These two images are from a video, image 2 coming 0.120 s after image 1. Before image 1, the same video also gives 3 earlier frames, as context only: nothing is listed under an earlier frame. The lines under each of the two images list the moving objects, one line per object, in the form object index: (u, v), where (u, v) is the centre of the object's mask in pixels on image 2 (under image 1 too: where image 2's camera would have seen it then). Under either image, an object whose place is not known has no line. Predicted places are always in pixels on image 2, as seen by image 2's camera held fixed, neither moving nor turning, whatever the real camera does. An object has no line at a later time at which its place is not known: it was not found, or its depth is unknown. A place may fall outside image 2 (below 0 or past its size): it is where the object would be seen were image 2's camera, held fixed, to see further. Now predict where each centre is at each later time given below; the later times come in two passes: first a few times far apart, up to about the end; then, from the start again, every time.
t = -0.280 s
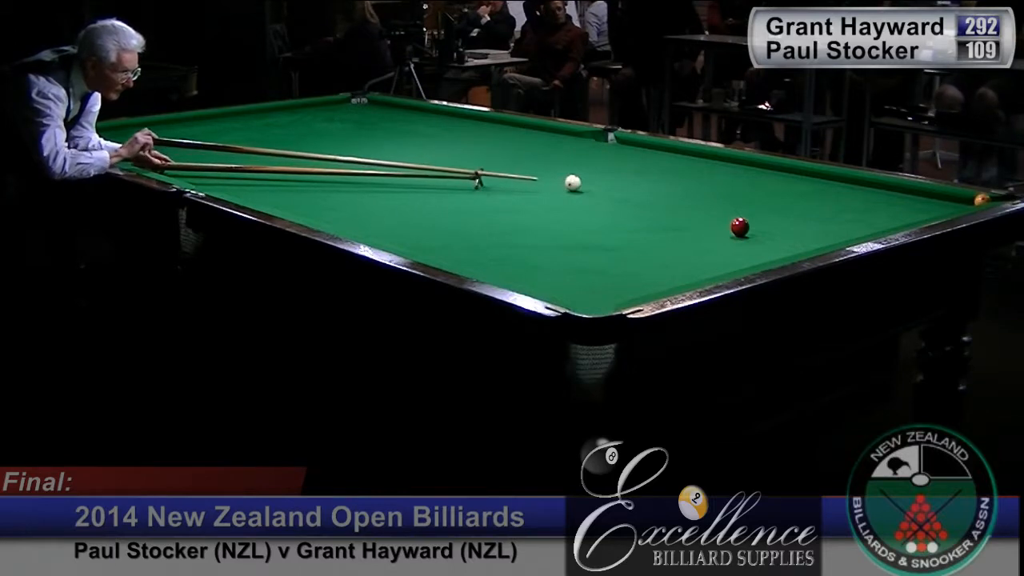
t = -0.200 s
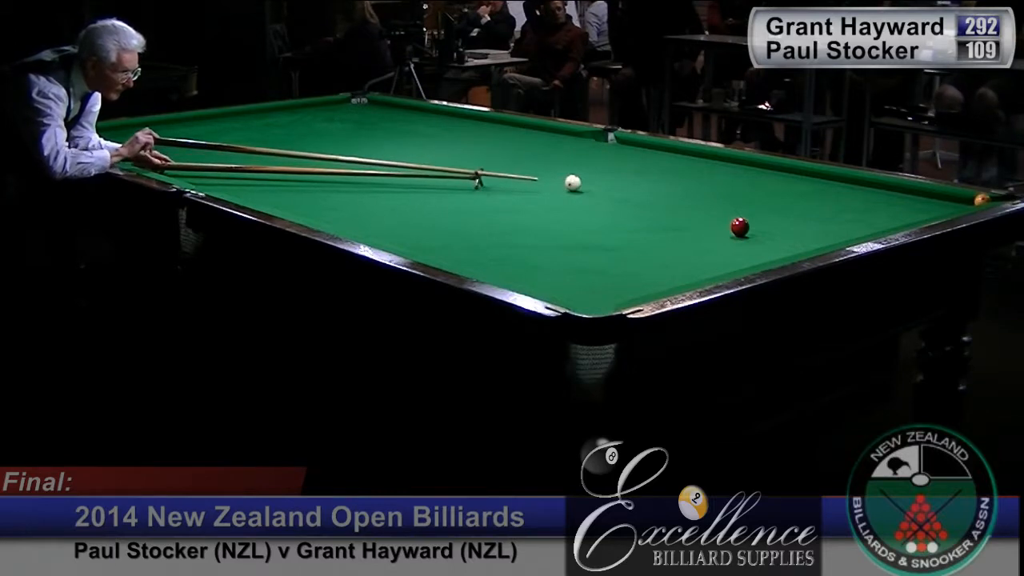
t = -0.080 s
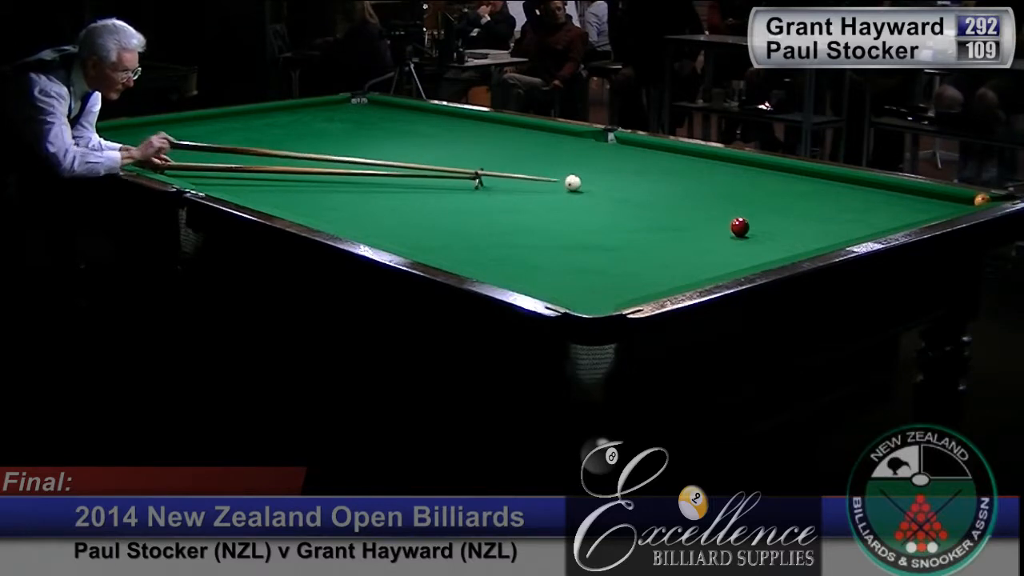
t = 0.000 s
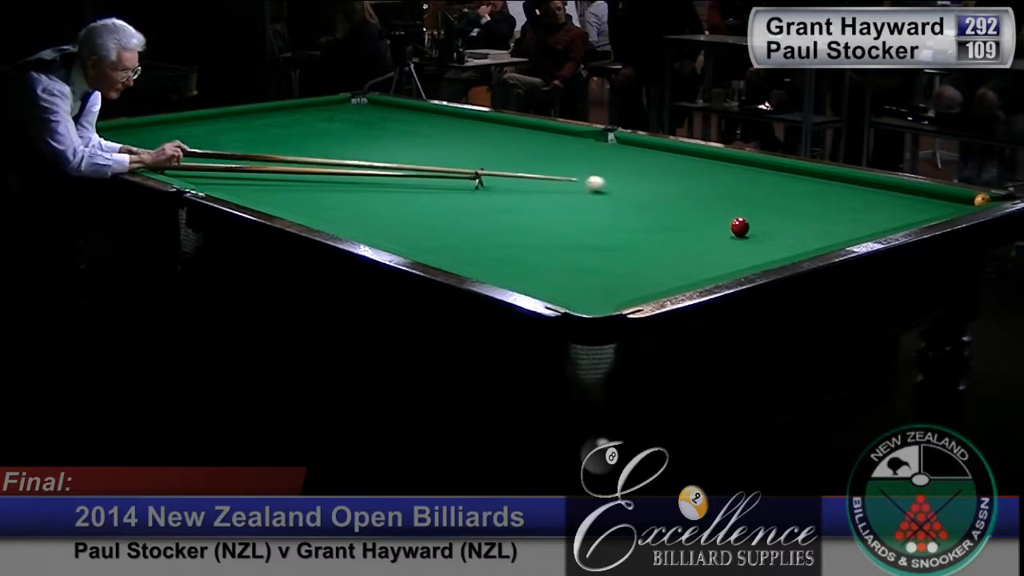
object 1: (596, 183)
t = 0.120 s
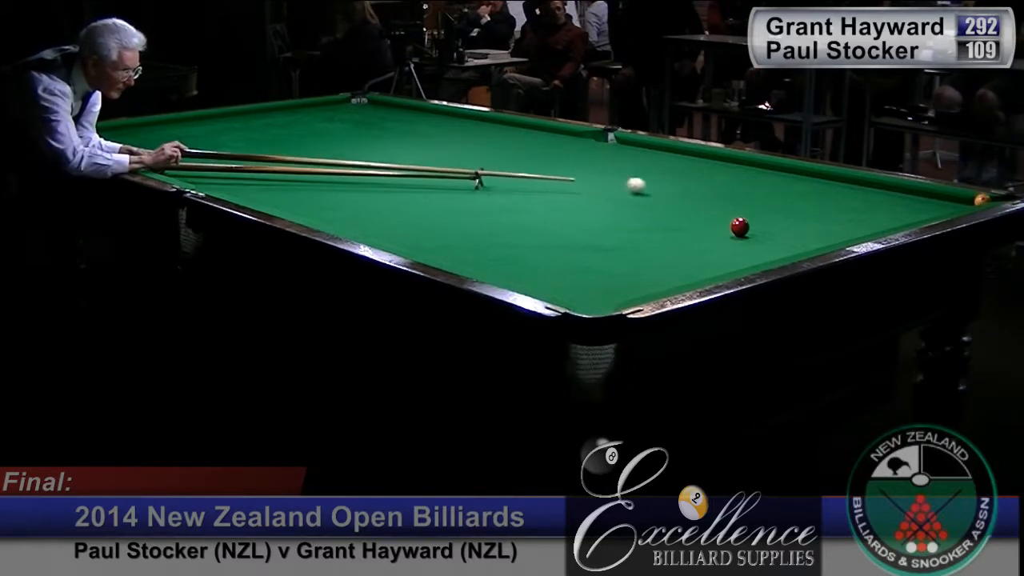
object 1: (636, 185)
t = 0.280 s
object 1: (688, 187)
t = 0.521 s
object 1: (766, 190)
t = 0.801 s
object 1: (855, 194)
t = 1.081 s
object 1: (943, 198)
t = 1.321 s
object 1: (966, 200)
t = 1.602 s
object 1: (965, 203)
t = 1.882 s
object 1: (964, 205)
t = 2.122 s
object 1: (956, 206)
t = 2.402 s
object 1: (949, 207)
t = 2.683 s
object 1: (944, 207)
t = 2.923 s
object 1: (942, 208)
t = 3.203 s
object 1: (942, 208)
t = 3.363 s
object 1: (942, 208)
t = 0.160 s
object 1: (649, 186)
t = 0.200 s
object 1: (662, 186)
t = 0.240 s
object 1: (675, 187)
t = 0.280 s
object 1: (688, 187)
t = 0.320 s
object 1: (701, 188)
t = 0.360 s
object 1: (715, 188)
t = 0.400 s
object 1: (727, 189)
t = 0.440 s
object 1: (740, 189)
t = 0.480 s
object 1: (753, 190)
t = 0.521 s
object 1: (766, 190)
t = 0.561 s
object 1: (779, 191)
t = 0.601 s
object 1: (792, 192)
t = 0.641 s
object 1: (805, 192)
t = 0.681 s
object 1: (818, 193)
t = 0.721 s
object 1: (830, 193)
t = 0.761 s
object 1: (843, 194)
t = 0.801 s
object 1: (855, 194)
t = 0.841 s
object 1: (868, 195)
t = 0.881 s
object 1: (881, 195)
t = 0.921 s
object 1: (893, 196)
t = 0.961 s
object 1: (906, 197)
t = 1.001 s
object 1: (918, 197)
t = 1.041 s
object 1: (931, 198)
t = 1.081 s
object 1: (943, 198)
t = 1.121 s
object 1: (956, 199)
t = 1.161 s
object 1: (967, 199)
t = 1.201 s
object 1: (966, 199)
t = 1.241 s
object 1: (966, 199)
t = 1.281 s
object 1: (966, 199)
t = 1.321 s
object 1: (966, 200)
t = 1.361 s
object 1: (966, 200)
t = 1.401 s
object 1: (966, 201)
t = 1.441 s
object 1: (965, 201)
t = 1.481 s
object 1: (965, 202)
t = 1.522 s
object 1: (965, 202)
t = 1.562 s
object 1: (965, 202)
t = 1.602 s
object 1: (965, 203)
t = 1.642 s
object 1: (965, 203)
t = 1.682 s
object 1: (965, 203)
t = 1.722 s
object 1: (965, 204)
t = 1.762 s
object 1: (965, 204)
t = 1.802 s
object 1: (965, 204)
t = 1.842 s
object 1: (965, 204)
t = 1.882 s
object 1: (964, 205)
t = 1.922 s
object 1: (962, 205)
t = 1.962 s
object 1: (961, 205)
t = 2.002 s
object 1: (960, 205)
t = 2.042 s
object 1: (958, 205)
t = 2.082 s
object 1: (957, 206)
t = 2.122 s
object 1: (956, 206)
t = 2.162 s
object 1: (955, 206)
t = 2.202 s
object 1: (954, 206)
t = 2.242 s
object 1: (953, 206)
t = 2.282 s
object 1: (952, 207)
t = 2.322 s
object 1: (951, 207)
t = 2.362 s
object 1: (950, 207)
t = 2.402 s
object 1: (949, 207)
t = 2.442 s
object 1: (948, 207)
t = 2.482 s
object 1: (947, 207)
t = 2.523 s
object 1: (947, 207)
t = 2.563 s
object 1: (946, 207)
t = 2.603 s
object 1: (946, 207)
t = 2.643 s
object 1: (946, 207)
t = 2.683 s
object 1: (944, 207)
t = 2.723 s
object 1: (944, 208)
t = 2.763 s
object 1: (944, 208)
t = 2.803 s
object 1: (943, 208)
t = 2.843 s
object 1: (943, 208)
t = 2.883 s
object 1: (942, 208)
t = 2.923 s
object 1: (942, 208)
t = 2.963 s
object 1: (942, 208)
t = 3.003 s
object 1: (942, 208)
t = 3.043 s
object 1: (942, 208)
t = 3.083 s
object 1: (942, 208)
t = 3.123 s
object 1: (942, 208)
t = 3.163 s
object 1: (942, 208)
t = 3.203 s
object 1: (942, 208)
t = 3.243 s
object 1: (942, 208)
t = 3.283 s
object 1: (942, 208)
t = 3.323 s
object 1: (942, 208)
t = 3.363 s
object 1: (942, 208)
